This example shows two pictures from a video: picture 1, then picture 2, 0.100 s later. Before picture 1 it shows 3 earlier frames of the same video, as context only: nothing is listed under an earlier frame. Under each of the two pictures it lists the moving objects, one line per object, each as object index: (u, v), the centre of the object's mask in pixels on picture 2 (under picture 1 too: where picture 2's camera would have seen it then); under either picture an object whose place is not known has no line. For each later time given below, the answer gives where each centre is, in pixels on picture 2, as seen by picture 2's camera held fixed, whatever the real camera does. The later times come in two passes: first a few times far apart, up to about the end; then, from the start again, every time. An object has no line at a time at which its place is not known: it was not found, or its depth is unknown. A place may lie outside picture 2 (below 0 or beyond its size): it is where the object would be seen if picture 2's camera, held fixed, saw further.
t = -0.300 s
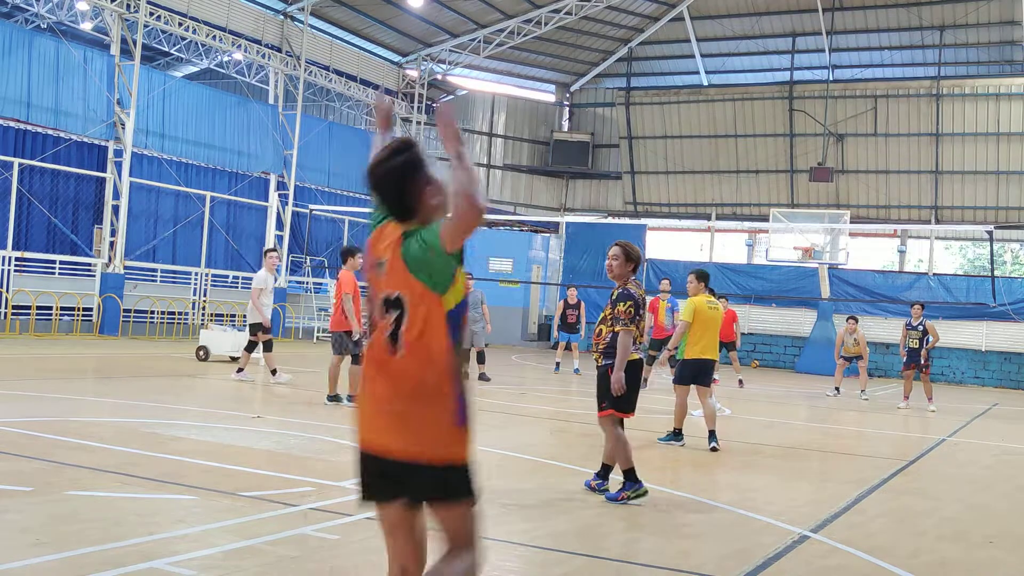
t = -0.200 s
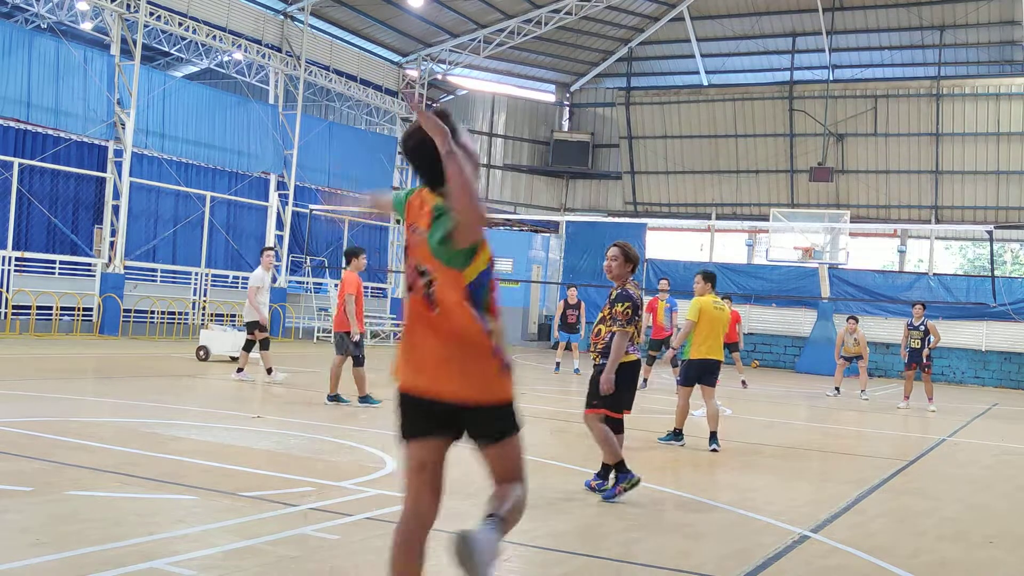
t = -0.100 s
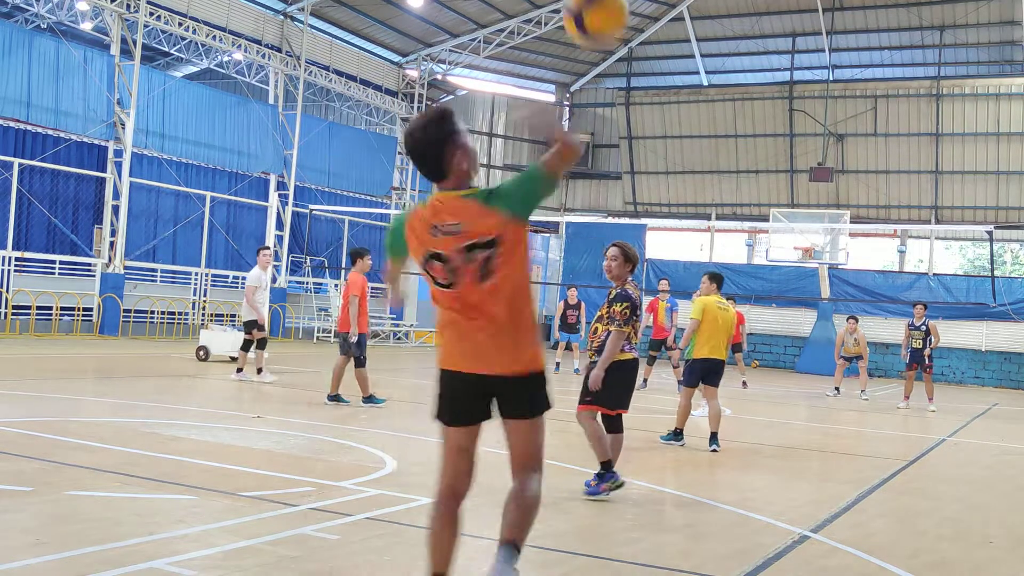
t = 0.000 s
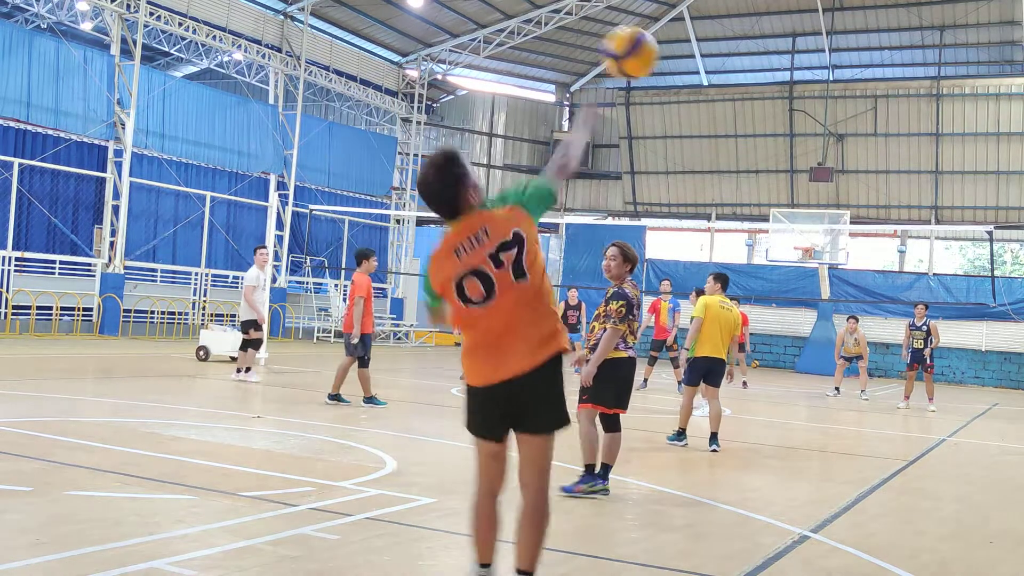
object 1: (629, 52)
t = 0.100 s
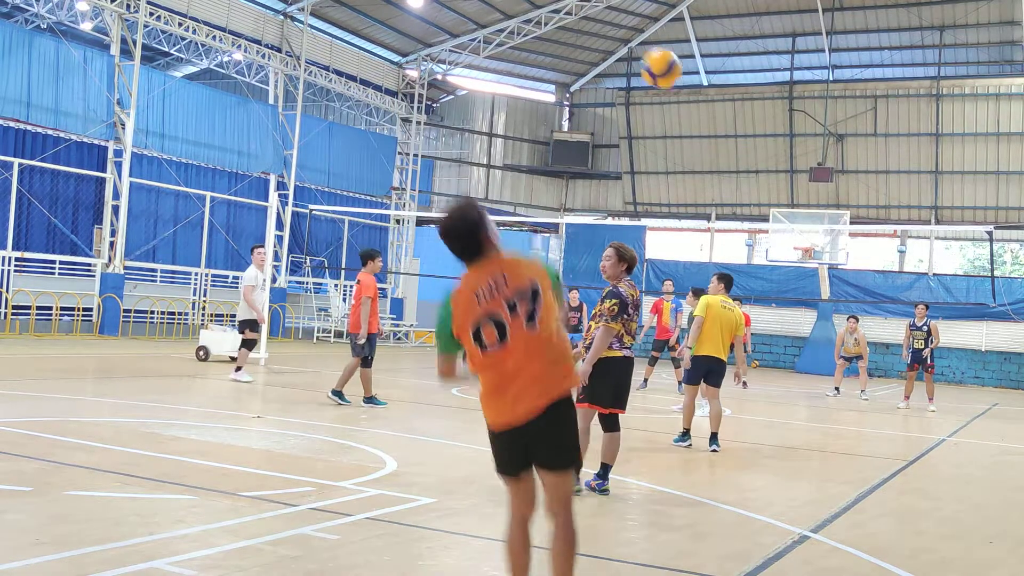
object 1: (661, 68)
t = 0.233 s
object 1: (685, 98)
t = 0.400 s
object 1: (710, 139)
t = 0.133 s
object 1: (668, 75)
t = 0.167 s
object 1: (675, 83)
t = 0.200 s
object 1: (680, 90)
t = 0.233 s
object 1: (685, 98)
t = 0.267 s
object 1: (690, 105)
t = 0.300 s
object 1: (695, 113)
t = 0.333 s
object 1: (701, 122)
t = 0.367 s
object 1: (705, 130)
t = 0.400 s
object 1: (710, 139)
